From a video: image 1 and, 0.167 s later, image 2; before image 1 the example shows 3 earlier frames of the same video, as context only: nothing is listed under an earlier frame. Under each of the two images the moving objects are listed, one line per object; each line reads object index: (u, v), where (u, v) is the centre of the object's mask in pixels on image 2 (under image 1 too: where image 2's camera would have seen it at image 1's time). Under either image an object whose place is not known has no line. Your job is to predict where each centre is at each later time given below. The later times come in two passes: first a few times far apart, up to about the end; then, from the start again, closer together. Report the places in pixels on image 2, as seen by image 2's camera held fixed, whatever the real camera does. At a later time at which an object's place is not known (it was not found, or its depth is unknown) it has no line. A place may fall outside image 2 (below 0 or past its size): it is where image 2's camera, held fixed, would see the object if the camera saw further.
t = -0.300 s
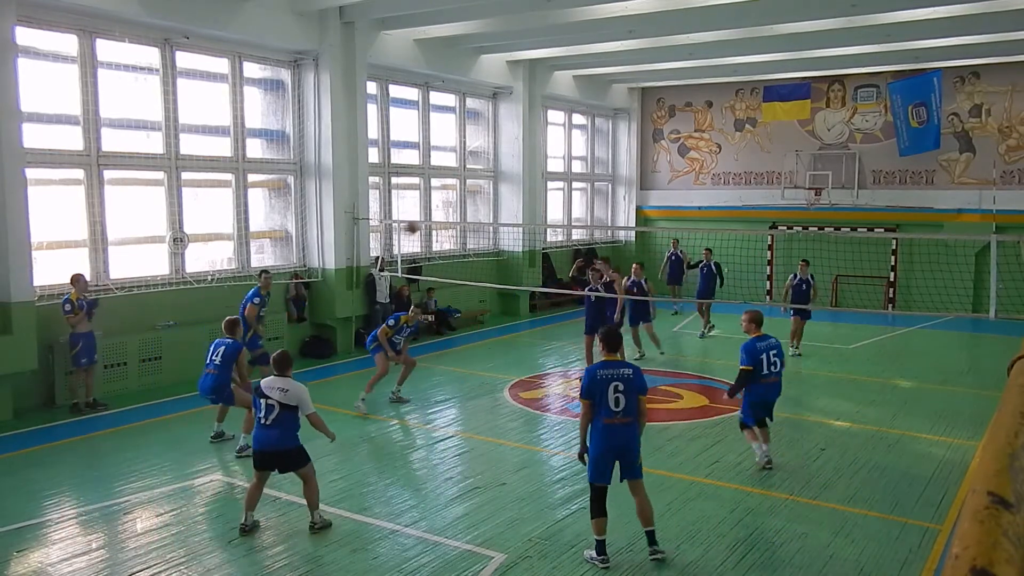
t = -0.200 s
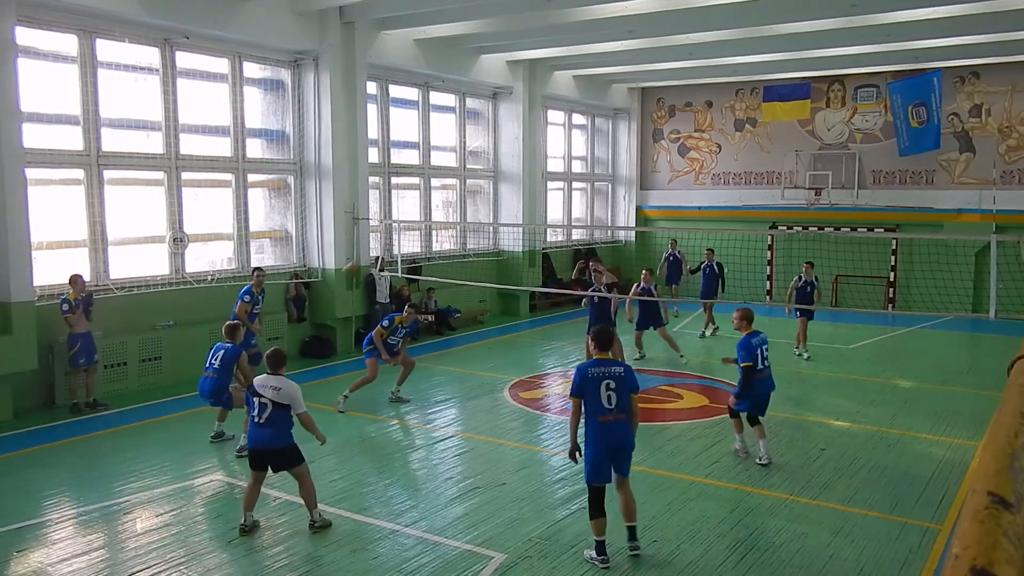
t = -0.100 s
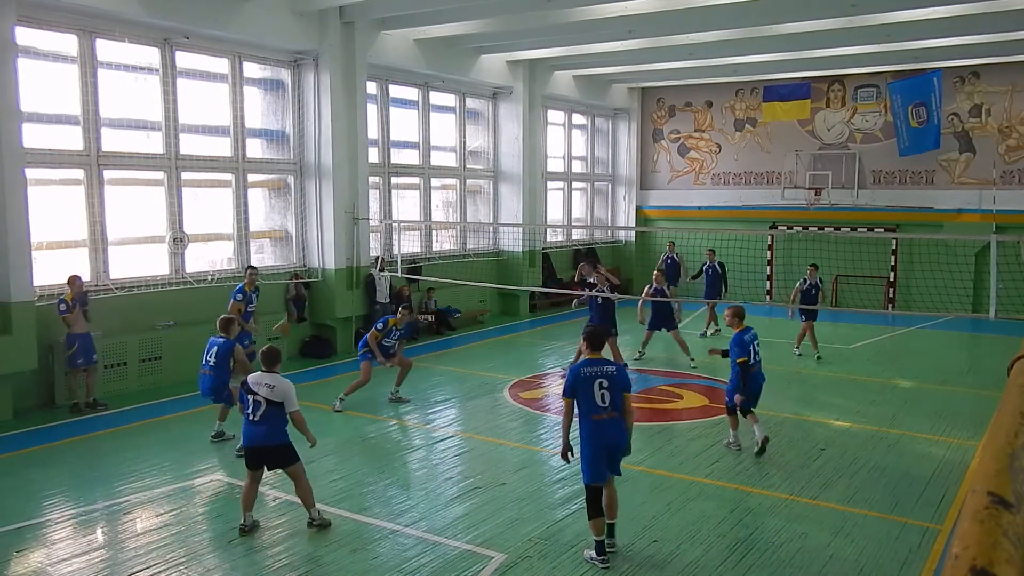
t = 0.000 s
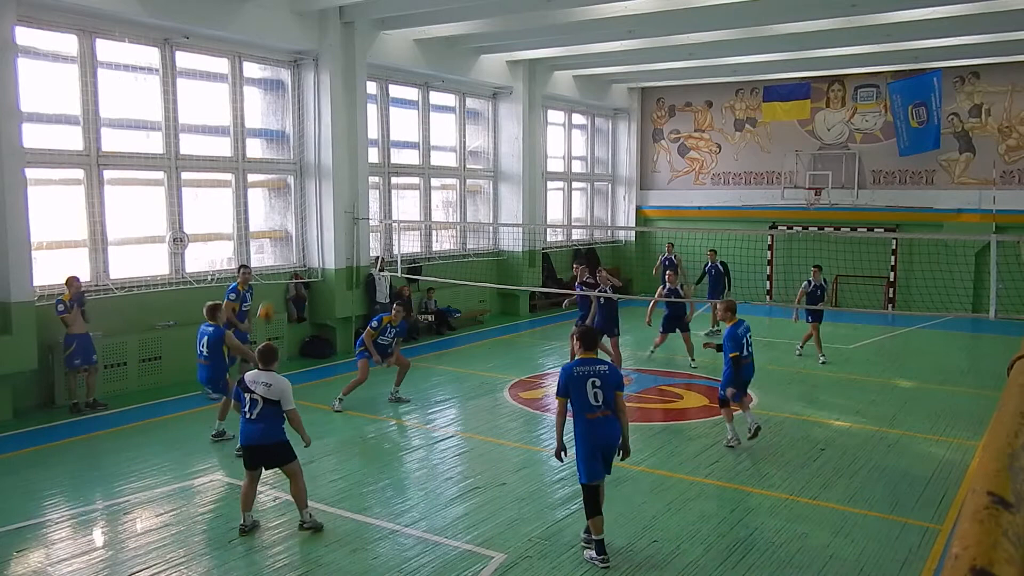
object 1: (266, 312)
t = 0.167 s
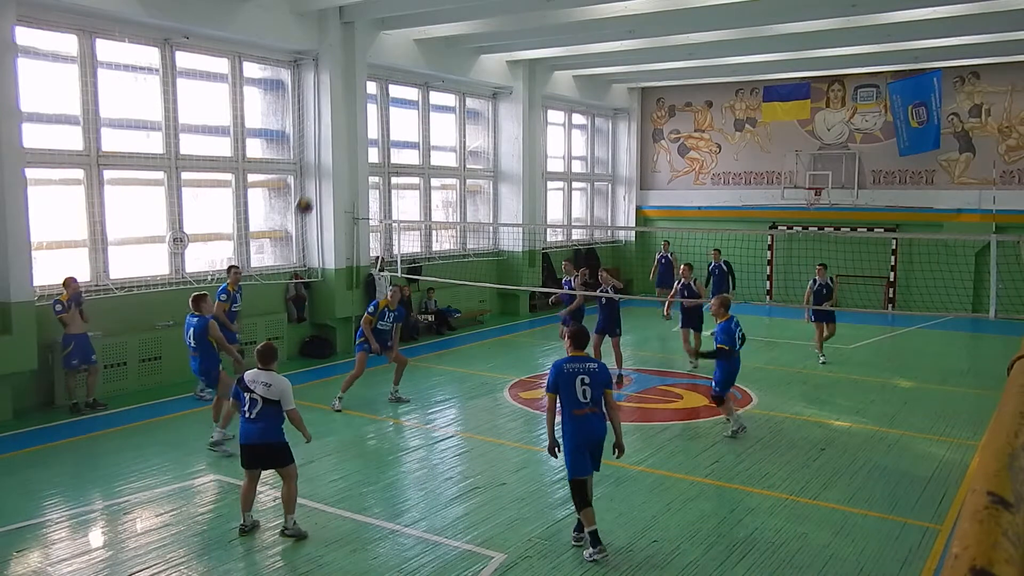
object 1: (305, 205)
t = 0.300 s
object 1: (335, 136)
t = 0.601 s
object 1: (399, 36)
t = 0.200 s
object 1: (312, 187)
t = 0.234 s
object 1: (323, 168)
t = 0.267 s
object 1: (327, 151)
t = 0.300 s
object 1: (335, 136)
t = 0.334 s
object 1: (341, 121)
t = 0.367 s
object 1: (349, 108)
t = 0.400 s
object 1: (356, 94)
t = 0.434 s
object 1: (362, 83)
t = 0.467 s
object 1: (370, 71)
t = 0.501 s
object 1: (377, 61)
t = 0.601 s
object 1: (399, 36)
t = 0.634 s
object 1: (406, 30)
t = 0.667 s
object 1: (414, 24)
